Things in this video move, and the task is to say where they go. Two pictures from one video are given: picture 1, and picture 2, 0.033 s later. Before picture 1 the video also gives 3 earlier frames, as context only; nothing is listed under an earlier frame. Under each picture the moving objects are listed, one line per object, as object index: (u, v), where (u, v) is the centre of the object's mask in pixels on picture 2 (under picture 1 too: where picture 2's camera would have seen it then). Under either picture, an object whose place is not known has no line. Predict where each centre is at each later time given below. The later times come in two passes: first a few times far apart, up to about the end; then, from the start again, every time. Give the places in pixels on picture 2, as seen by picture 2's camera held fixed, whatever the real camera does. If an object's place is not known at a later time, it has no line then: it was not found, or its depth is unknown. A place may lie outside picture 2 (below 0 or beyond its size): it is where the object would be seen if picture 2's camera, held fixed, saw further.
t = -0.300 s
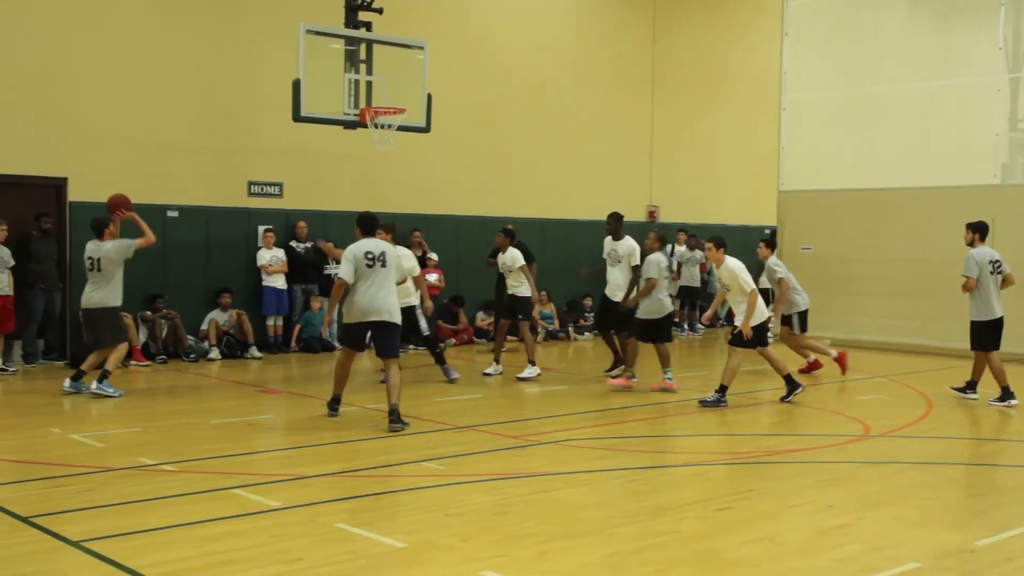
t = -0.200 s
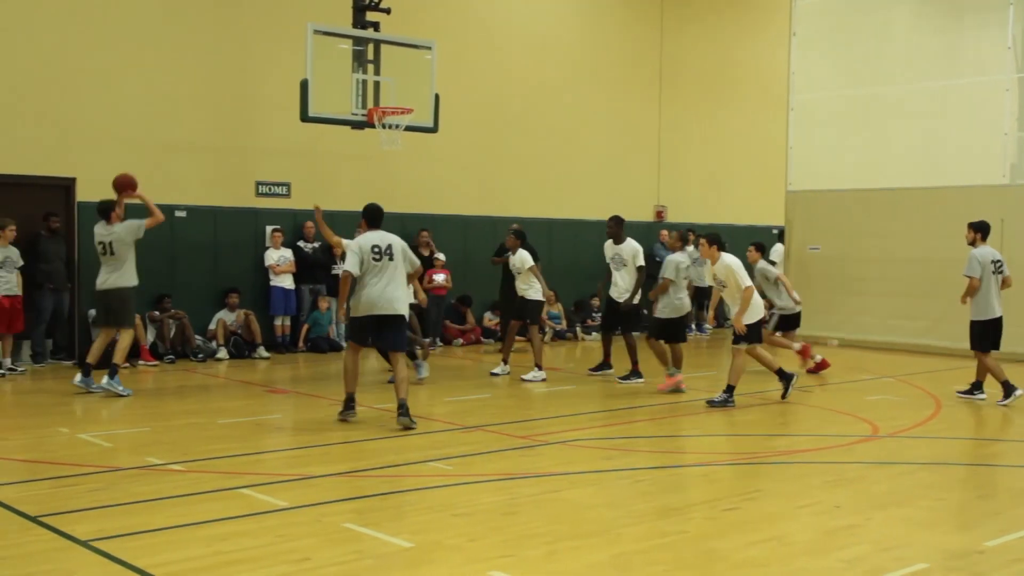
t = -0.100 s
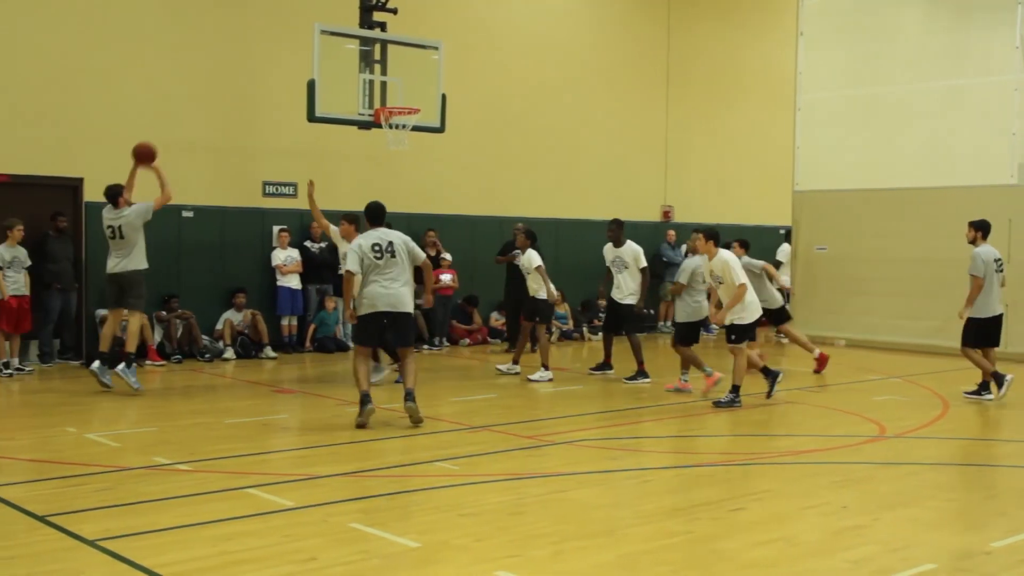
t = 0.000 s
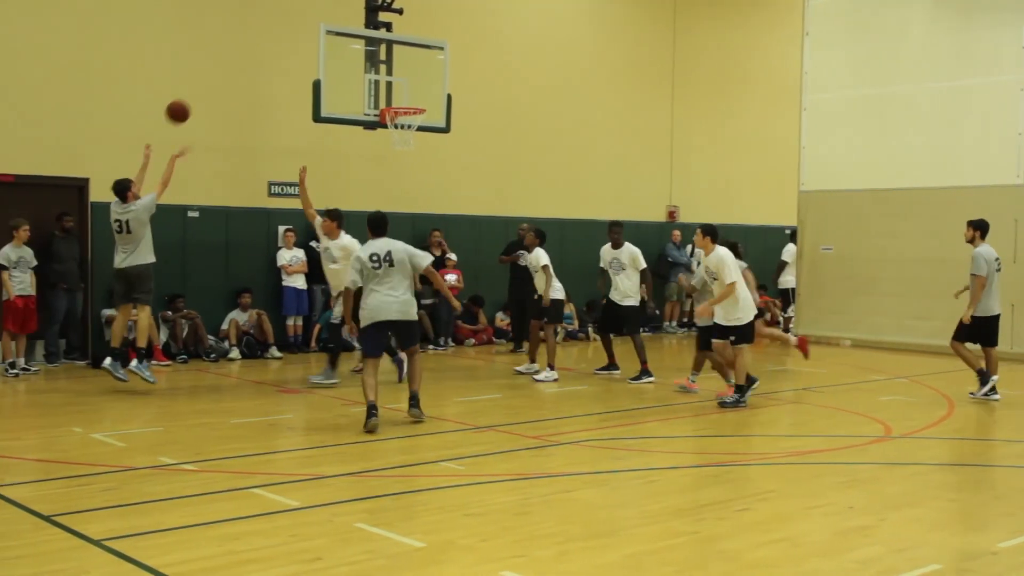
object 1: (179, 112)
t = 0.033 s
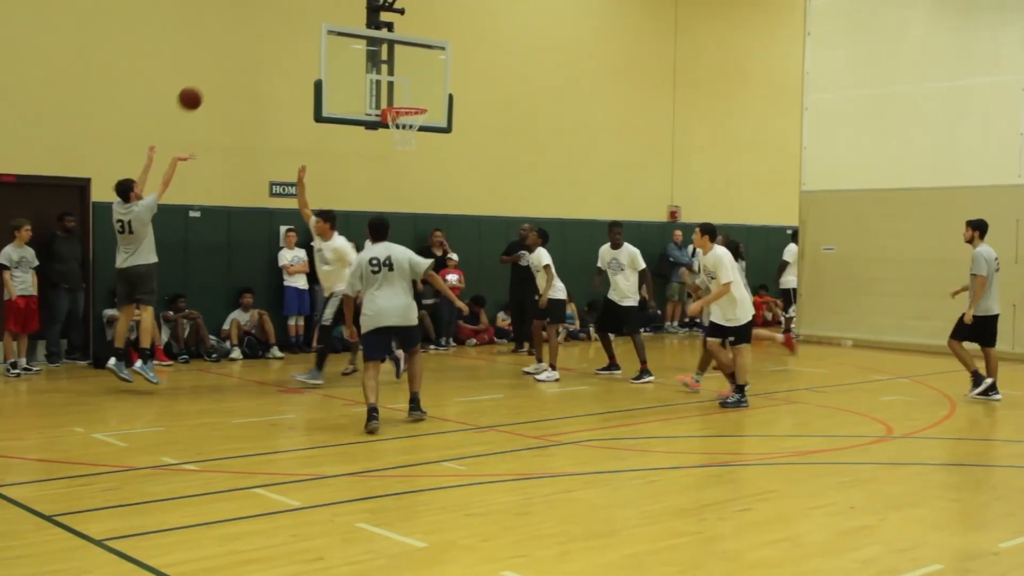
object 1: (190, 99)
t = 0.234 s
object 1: (252, 44)
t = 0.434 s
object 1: (309, 28)
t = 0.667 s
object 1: (371, 55)
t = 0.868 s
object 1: (414, 101)
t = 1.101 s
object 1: (397, 119)
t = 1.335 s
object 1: (411, 125)
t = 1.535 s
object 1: (415, 135)
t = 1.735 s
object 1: (403, 157)
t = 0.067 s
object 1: (200, 87)
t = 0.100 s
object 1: (211, 76)
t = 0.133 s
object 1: (221, 66)
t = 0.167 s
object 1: (232, 57)
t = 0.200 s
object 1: (241, 50)
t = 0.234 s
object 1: (252, 44)
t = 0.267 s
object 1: (261, 38)
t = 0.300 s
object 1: (271, 34)
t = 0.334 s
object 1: (281, 31)
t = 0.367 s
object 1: (290, 29)
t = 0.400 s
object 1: (300, 28)
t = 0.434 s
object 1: (309, 28)
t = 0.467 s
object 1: (318, 29)
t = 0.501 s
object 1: (327, 31)
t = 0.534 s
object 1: (336, 34)
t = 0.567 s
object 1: (345, 38)
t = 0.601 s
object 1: (354, 43)
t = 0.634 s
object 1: (362, 49)
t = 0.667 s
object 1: (371, 55)
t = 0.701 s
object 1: (379, 62)
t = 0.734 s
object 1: (387, 71)
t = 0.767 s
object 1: (396, 81)
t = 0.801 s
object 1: (404, 91)
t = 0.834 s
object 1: (412, 100)
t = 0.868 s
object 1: (414, 101)
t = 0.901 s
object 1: (416, 103)
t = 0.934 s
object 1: (413, 110)
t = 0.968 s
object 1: (407, 112)
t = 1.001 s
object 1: (403, 114)
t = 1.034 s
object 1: (400, 116)
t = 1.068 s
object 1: (398, 118)
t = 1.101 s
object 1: (397, 119)
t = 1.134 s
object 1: (397, 121)
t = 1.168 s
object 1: (398, 122)
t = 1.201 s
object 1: (399, 123)
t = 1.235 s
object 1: (403, 124)
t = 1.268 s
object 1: (406, 124)
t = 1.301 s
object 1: (408, 124)
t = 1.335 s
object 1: (411, 125)
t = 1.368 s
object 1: (413, 126)
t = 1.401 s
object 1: (414, 128)
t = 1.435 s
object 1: (416, 129)
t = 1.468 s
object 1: (416, 131)
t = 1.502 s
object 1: (416, 133)
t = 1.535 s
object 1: (415, 135)
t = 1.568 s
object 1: (413, 137)
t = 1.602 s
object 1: (411, 139)
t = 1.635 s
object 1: (409, 142)
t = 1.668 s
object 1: (407, 146)
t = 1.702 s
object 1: (405, 151)
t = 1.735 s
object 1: (403, 157)
